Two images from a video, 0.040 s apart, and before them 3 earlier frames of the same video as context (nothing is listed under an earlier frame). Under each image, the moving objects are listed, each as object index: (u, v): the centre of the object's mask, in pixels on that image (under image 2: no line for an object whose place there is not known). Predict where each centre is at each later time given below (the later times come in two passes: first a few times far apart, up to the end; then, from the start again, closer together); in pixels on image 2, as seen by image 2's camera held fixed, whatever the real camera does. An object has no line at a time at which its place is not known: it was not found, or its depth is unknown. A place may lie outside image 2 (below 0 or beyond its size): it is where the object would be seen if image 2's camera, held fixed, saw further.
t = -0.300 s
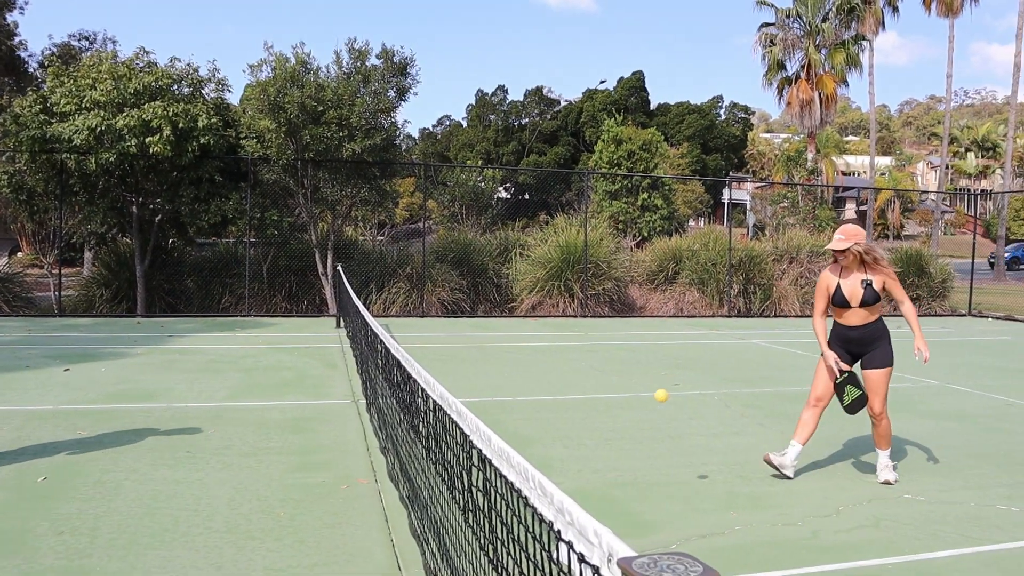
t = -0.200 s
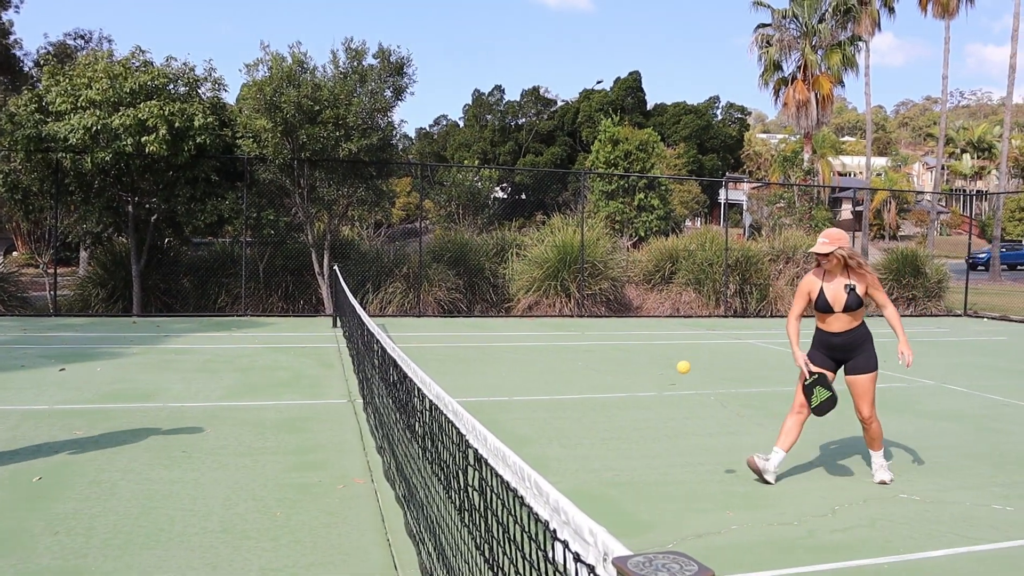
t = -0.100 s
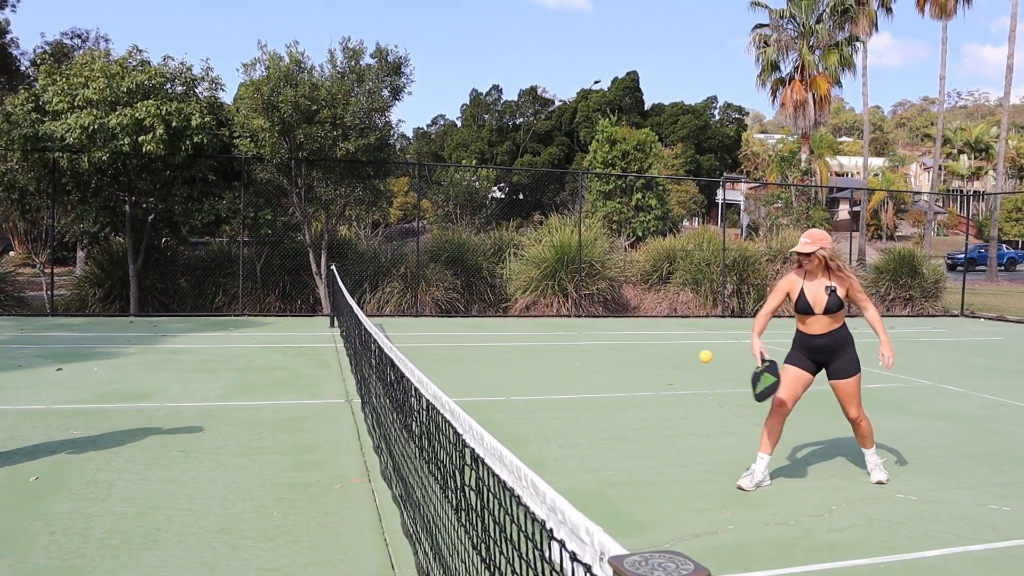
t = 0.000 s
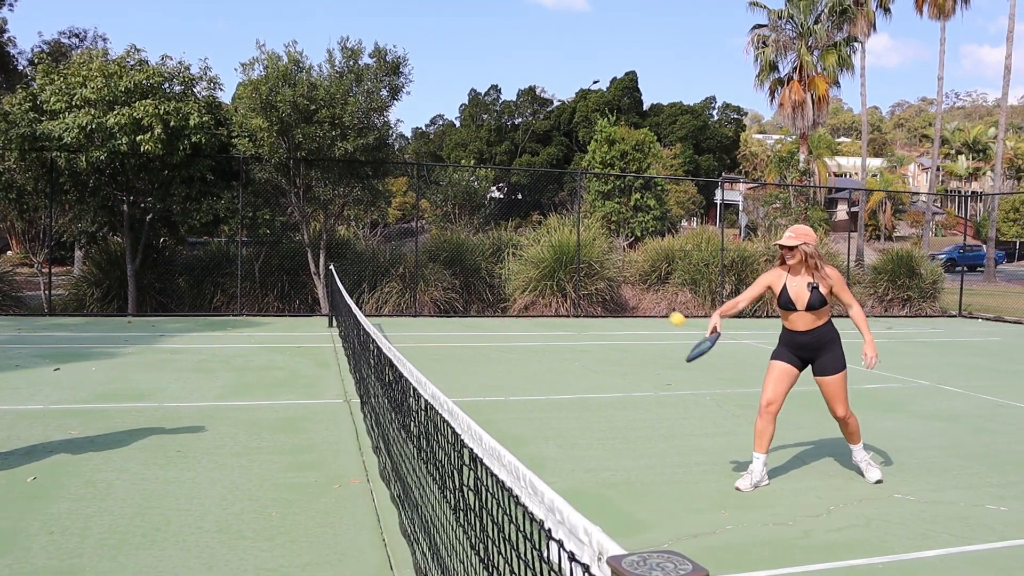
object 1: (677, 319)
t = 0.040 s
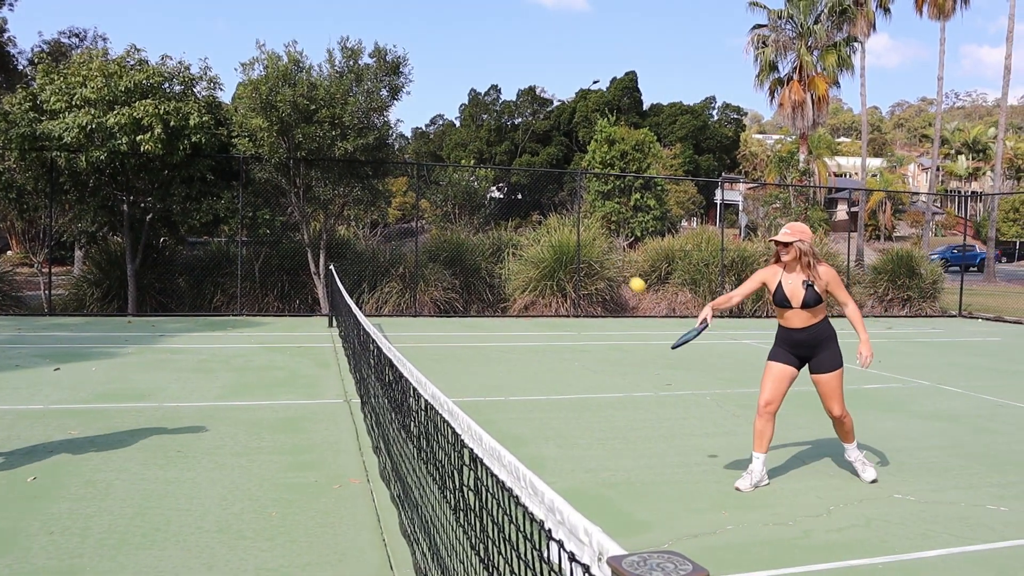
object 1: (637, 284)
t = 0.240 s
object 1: (442, 156)
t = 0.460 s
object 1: (243, 102)
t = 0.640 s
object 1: (95, 124)
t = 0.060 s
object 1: (617, 268)
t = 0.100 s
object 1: (577, 238)
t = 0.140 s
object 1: (538, 211)
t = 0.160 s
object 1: (519, 198)
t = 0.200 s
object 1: (480, 176)
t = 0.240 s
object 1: (442, 156)
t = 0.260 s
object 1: (423, 147)
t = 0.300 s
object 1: (385, 132)
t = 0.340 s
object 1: (349, 121)
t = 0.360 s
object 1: (331, 115)
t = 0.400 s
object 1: (295, 108)
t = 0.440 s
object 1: (260, 103)
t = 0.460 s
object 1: (243, 102)
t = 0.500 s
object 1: (209, 102)
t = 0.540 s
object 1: (176, 105)
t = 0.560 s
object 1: (159, 107)
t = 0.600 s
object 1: (127, 114)
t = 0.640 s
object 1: (95, 124)
